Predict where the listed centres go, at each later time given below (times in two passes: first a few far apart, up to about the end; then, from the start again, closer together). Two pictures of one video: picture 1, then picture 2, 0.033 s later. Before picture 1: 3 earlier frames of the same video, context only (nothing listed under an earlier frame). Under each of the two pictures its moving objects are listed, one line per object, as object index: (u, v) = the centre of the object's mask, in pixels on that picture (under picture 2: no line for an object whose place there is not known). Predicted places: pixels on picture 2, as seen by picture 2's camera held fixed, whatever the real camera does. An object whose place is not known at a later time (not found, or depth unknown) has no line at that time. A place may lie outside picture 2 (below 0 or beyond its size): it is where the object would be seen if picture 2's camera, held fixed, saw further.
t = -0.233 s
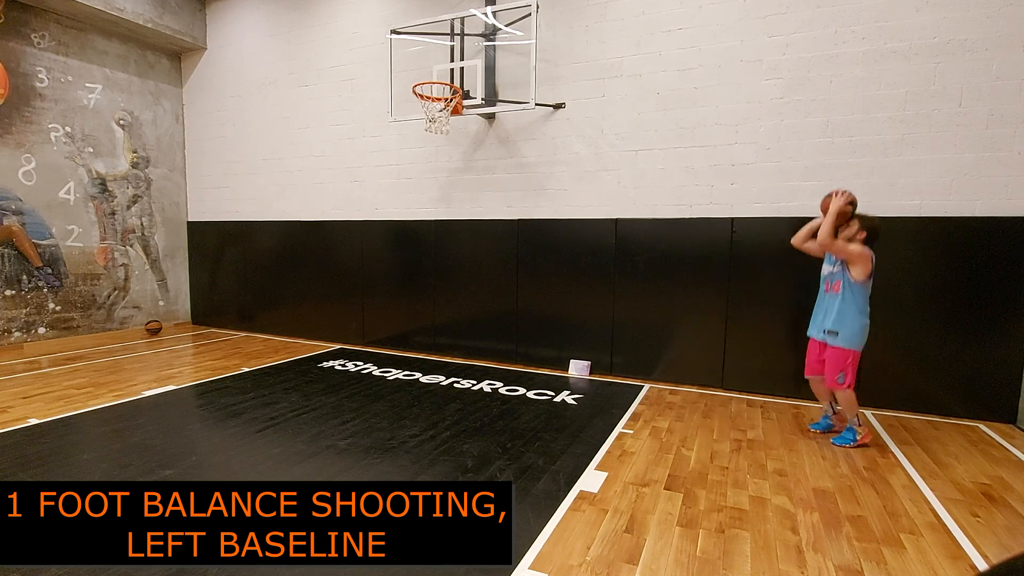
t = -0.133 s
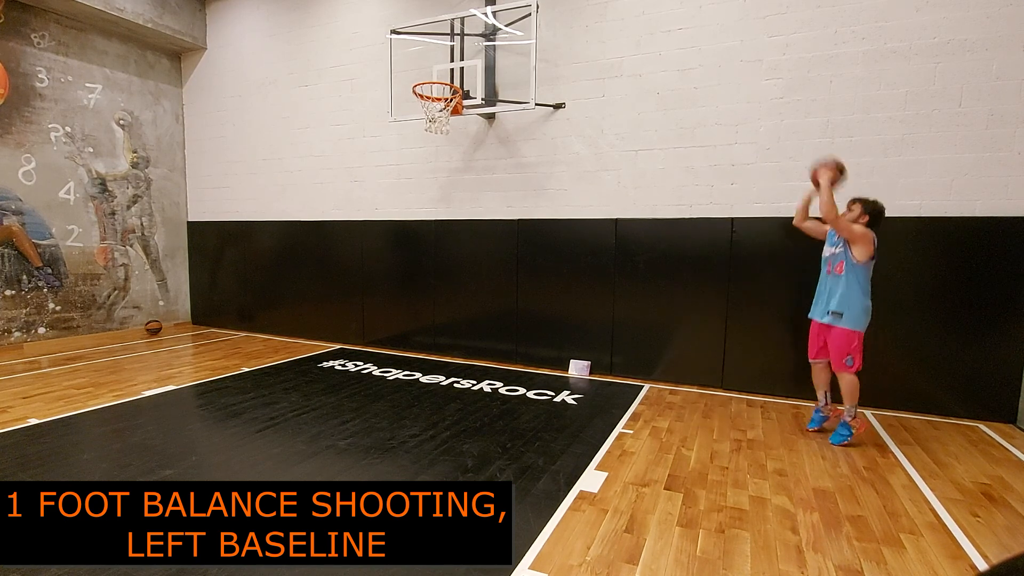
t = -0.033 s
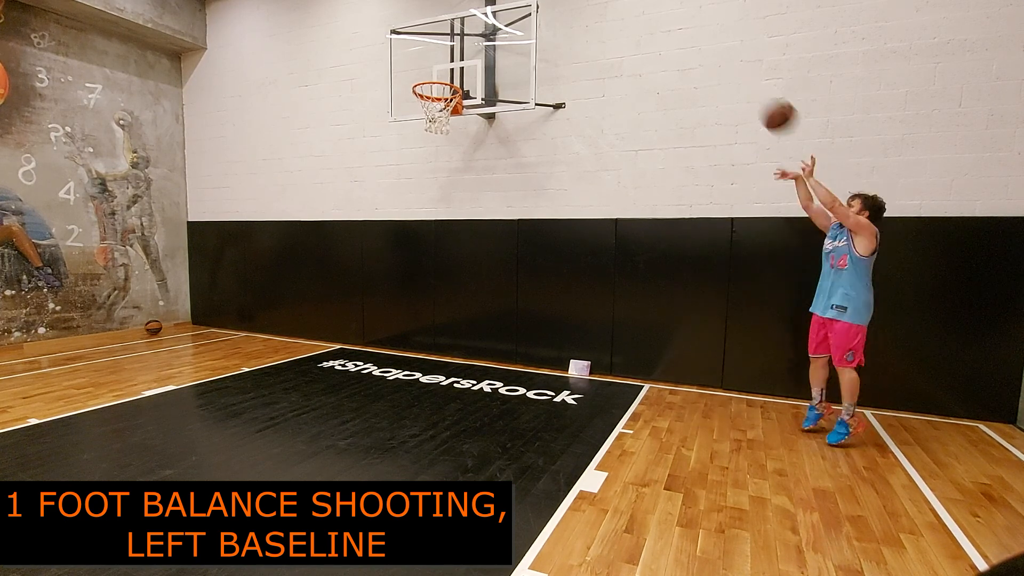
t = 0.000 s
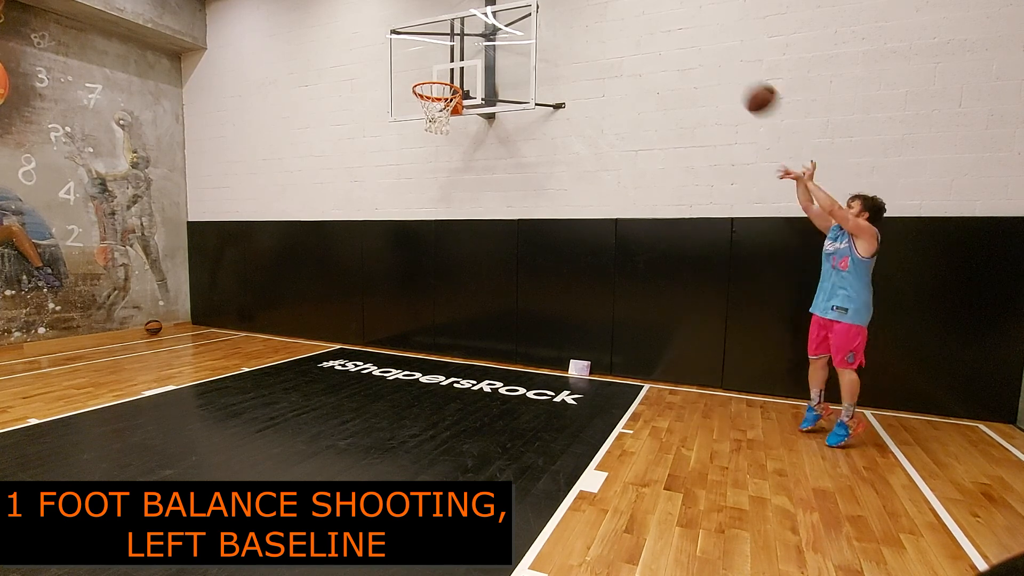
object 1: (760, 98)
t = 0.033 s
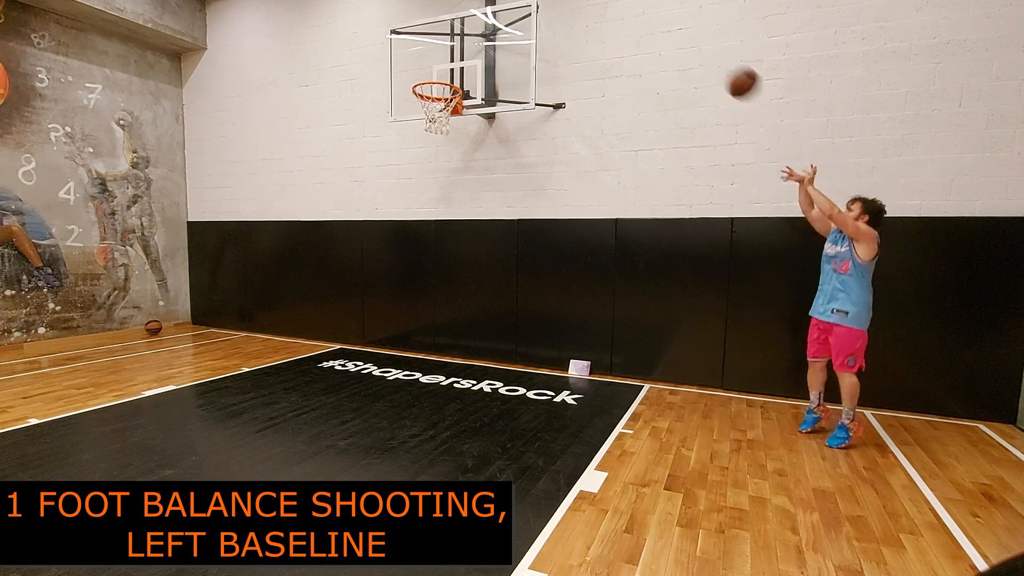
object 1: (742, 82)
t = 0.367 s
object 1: (580, 12)
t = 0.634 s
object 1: (472, 46)
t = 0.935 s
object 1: (432, 93)
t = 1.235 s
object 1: (447, 151)
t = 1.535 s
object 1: (466, 290)
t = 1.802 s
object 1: (482, 325)
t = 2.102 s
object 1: (500, 236)
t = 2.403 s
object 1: (518, 235)
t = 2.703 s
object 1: (535, 329)
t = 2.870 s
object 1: (544, 386)
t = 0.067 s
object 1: (724, 68)
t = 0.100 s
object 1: (707, 56)
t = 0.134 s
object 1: (690, 45)
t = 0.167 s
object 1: (673, 36)
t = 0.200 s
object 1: (657, 28)
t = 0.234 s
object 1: (641, 22)
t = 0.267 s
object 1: (625, 17)
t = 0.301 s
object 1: (610, 14)
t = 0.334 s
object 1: (595, 12)
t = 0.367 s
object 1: (580, 12)
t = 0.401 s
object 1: (565, 12)
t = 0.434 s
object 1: (551, 13)
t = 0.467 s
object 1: (537, 16)
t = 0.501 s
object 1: (524, 20)
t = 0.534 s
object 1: (510, 25)
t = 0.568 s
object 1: (496, 31)
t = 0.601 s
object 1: (485, 38)
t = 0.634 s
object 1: (472, 46)
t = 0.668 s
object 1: (460, 55)
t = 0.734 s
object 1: (436, 74)
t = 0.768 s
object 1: (426, 89)
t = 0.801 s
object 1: (433, 89)
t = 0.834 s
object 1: (443, 89)
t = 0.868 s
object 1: (442, 89)
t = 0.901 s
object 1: (437, 91)
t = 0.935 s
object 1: (432, 93)
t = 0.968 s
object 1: (429, 96)
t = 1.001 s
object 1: (432, 98)
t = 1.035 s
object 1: (433, 107)
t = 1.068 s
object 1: (435, 113)
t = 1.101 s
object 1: (438, 119)
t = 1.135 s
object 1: (441, 126)
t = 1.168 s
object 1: (443, 132)
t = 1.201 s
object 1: (445, 141)
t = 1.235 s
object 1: (447, 151)
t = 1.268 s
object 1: (449, 163)
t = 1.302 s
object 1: (452, 175)
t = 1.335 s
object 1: (454, 188)
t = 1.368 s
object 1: (456, 203)
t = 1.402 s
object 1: (458, 219)
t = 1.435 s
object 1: (460, 234)
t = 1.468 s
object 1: (462, 253)
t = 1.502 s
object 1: (464, 271)
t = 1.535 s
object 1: (466, 290)
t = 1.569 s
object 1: (468, 312)
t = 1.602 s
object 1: (470, 335)
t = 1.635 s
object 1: (472, 356)
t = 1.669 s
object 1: (474, 380)
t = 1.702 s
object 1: (476, 371)
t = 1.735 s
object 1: (479, 353)
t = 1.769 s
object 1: (480, 339)
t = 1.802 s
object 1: (482, 325)
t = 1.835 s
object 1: (484, 311)
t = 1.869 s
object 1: (486, 299)
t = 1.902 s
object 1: (488, 287)
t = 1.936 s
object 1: (490, 276)
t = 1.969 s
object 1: (492, 266)
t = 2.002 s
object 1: (494, 257)
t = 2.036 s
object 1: (496, 249)
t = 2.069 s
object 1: (498, 242)
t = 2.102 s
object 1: (500, 236)
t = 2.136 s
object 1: (503, 232)
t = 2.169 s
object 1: (504, 228)
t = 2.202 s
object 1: (507, 226)
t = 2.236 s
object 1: (508, 225)
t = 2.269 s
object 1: (511, 225)
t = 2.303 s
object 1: (513, 225)
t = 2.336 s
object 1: (515, 228)
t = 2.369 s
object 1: (516, 231)
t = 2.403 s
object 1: (518, 235)
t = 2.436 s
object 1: (520, 240)
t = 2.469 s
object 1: (522, 247)
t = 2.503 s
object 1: (525, 256)
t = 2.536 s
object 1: (527, 265)
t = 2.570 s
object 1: (528, 276)
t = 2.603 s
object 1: (530, 288)
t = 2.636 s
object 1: (532, 301)
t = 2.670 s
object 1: (534, 315)
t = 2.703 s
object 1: (535, 329)
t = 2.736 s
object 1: (537, 346)
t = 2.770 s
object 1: (538, 362)
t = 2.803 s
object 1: (540, 383)
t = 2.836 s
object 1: (542, 400)
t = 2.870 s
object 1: (544, 386)
